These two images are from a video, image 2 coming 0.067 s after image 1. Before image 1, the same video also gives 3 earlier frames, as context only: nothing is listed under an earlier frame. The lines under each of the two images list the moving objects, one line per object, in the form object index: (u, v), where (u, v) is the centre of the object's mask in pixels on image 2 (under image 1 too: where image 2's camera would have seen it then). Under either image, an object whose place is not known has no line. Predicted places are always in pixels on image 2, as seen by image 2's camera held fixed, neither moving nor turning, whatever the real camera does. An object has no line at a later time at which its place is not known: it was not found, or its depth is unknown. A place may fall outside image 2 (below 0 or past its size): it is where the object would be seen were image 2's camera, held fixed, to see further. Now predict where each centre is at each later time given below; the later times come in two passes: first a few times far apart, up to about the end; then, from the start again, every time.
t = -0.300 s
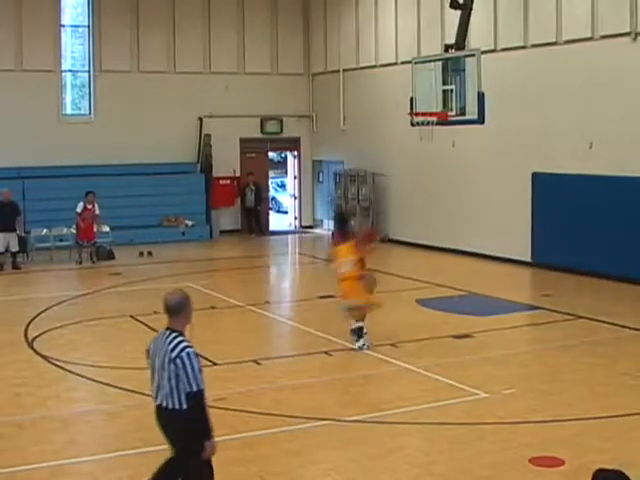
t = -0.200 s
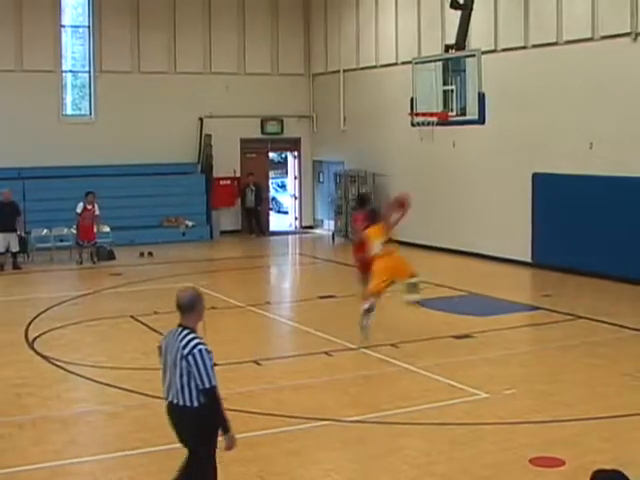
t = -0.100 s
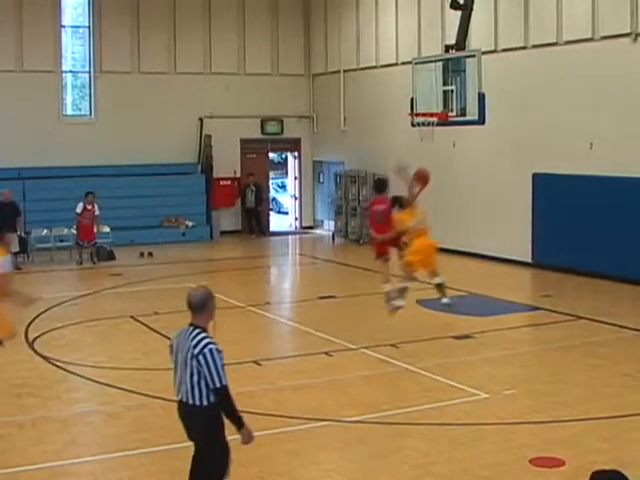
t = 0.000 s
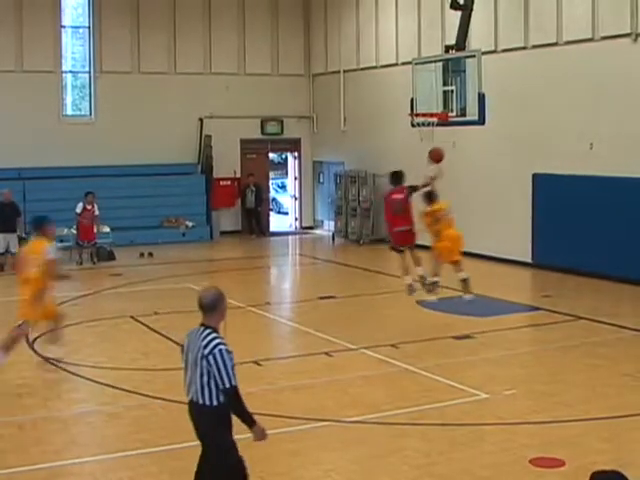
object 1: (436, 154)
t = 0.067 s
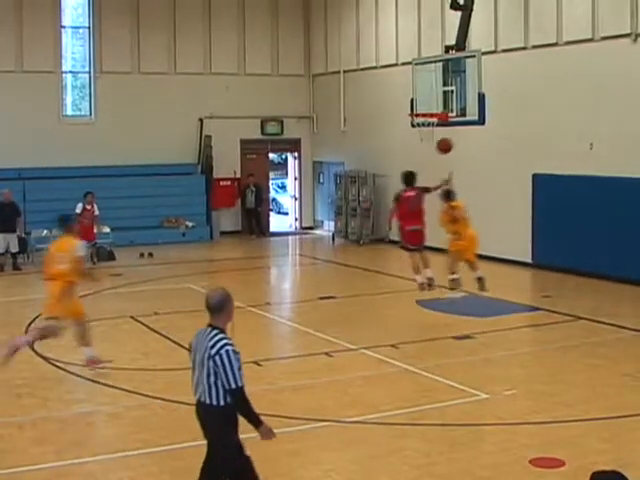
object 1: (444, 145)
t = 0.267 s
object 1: (467, 134)
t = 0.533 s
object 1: (494, 157)
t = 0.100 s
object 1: (448, 141)
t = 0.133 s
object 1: (452, 138)
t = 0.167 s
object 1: (455, 136)
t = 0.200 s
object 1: (459, 135)
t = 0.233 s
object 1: (463, 134)
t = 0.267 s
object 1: (467, 134)
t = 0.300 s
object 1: (470, 134)
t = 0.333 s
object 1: (474, 136)
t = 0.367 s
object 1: (477, 138)
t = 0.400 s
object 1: (481, 141)
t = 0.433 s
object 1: (484, 144)
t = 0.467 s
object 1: (488, 148)
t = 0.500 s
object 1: (491, 152)
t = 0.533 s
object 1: (494, 157)
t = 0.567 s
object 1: (497, 163)
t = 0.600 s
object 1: (500, 169)
